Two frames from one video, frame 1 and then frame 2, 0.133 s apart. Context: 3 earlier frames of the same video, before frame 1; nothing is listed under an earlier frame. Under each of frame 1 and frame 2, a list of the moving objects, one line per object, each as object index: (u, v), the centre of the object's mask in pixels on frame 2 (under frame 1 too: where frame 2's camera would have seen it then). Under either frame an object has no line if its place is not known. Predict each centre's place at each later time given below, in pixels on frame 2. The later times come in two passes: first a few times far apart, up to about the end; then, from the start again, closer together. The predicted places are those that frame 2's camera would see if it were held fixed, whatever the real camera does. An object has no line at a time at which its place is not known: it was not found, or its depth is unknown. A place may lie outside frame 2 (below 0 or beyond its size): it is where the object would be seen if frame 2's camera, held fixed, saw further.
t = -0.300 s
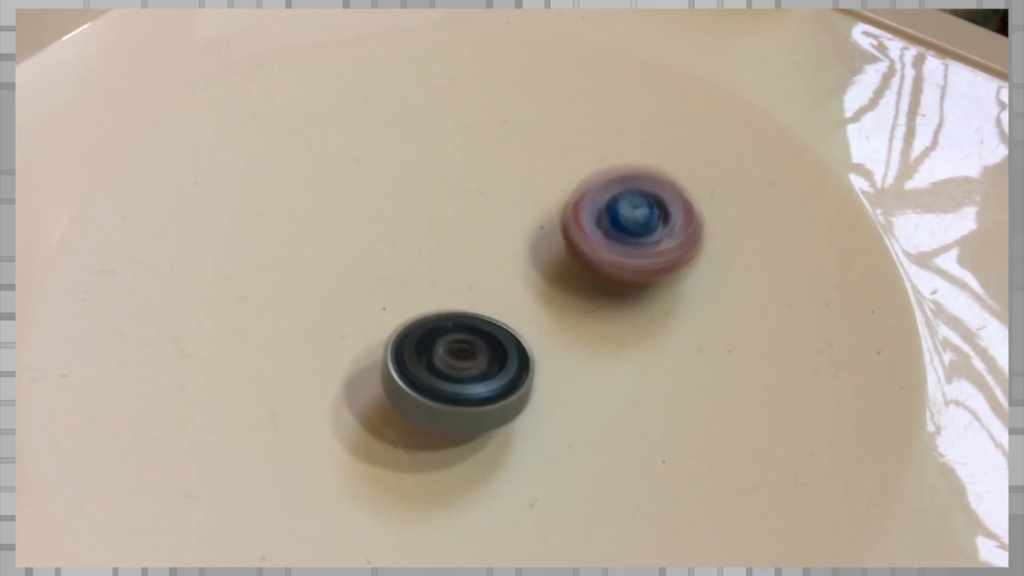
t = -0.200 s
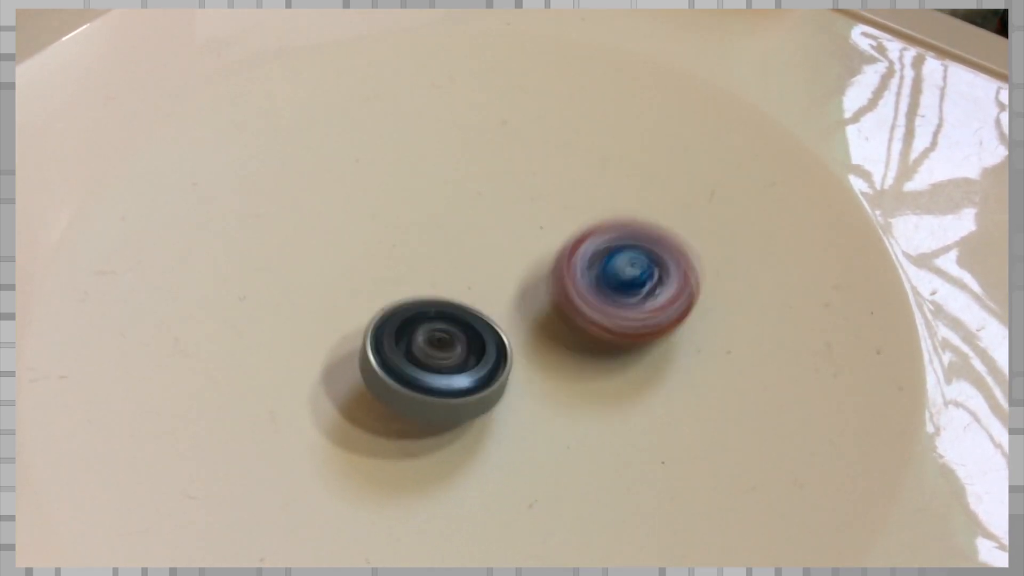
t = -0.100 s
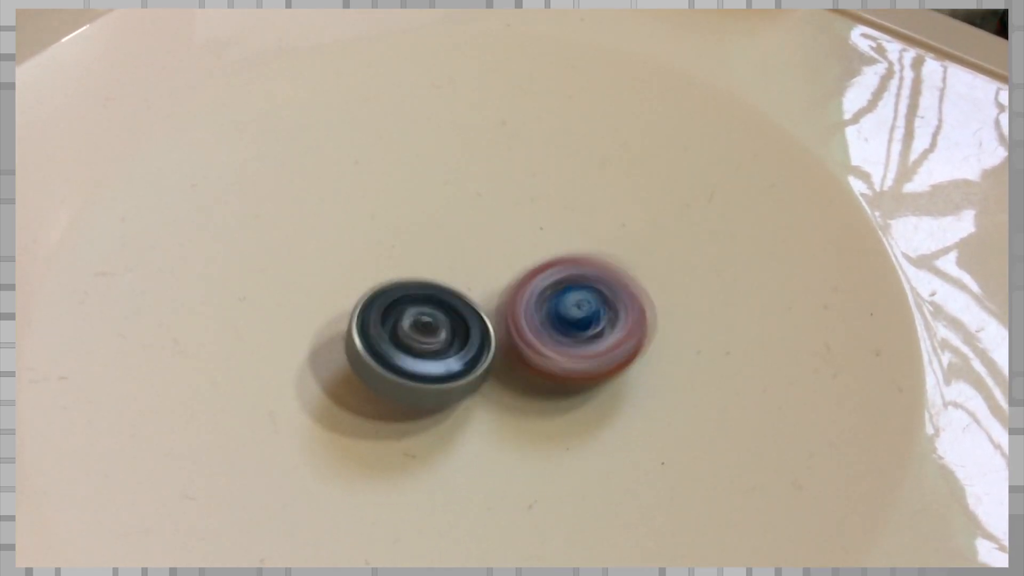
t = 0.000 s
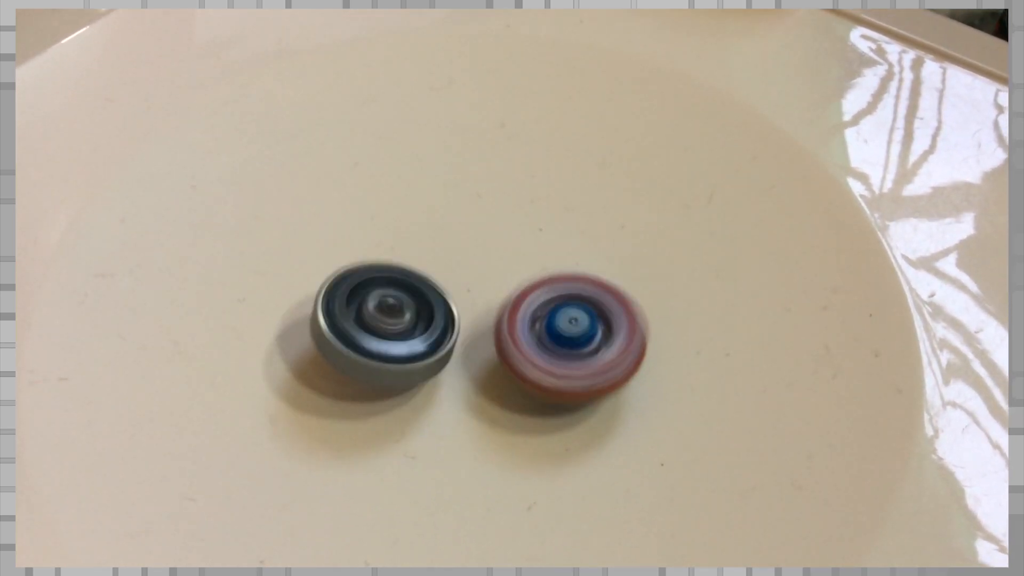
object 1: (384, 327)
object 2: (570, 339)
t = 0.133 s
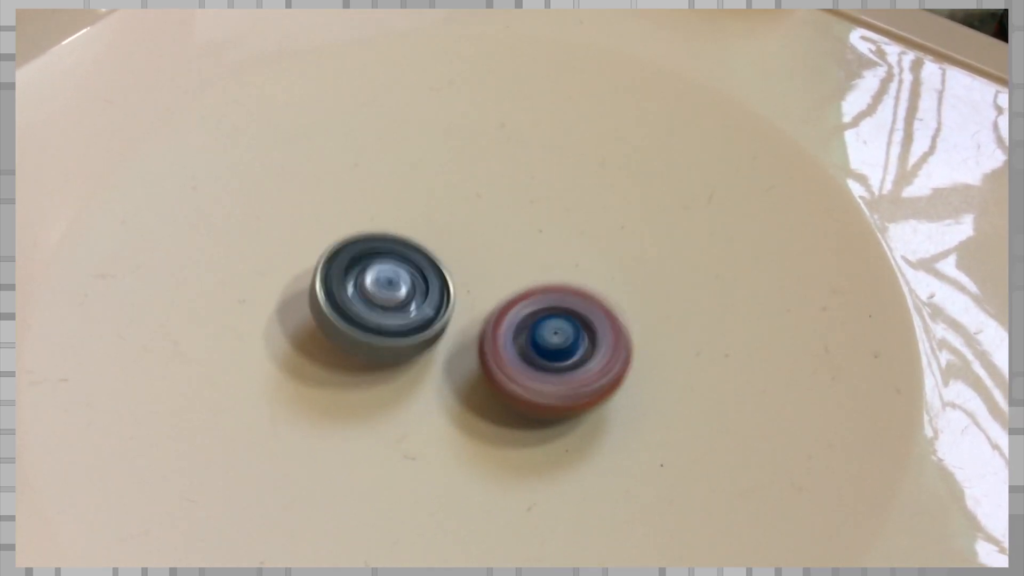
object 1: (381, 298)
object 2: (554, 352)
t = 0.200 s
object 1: (386, 283)
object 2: (542, 353)
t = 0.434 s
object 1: (423, 235)
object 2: (499, 363)
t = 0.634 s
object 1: (468, 211)
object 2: (479, 440)
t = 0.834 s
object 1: (521, 219)
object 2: (406, 426)
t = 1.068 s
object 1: (555, 260)
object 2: (420, 355)
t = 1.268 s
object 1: (599, 282)
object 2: (359, 339)
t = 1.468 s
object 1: (588, 307)
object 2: (333, 313)
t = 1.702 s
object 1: (547, 319)
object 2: (360, 284)
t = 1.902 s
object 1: (549, 330)
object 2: (350, 238)
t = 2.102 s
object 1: (545, 322)
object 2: (414, 183)
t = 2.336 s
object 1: (560, 338)
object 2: (465, 204)
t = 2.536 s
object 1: (564, 352)
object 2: (461, 188)
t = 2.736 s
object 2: (464, 200)
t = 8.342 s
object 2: (299, 183)
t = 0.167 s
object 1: (384, 291)
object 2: (548, 353)
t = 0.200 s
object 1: (386, 283)
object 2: (542, 353)
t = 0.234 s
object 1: (389, 276)
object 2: (535, 354)
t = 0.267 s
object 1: (394, 270)
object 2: (528, 353)
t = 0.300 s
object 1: (400, 263)
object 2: (521, 352)
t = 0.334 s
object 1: (406, 256)
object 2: (513, 351)
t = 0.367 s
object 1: (413, 252)
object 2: (505, 350)
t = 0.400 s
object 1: (420, 245)
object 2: (498, 349)
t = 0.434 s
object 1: (423, 235)
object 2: (499, 363)
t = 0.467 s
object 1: (428, 225)
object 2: (503, 380)
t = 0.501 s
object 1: (436, 218)
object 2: (502, 393)
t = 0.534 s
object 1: (443, 216)
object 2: (497, 407)
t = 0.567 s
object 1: (452, 214)
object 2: (492, 419)
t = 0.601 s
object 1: (460, 210)
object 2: (486, 431)
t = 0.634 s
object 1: (468, 211)
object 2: (479, 440)
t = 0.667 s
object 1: (479, 209)
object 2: (469, 446)
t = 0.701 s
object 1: (486, 209)
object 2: (452, 449)
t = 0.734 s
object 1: (495, 211)
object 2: (436, 448)
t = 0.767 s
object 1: (505, 212)
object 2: (423, 443)
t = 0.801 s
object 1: (512, 215)
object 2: (412, 436)
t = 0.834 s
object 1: (521, 219)
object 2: (406, 426)
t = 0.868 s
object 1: (529, 223)
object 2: (404, 418)
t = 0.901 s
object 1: (534, 228)
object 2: (403, 408)
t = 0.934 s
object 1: (541, 235)
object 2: (404, 398)
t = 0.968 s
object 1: (546, 239)
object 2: (408, 387)
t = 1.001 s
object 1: (549, 247)
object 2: (411, 377)
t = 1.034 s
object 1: (554, 255)
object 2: (415, 366)
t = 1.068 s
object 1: (555, 260)
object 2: (420, 355)
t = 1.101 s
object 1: (555, 270)
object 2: (425, 346)
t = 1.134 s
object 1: (558, 278)
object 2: (425, 338)
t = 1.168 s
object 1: (579, 274)
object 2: (399, 342)
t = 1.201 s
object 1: (592, 277)
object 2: (381, 342)
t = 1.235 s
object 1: (598, 282)
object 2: (368, 342)
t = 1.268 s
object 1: (599, 282)
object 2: (359, 339)
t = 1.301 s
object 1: (599, 288)
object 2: (350, 336)
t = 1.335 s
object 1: (601, 289)
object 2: (344, 332)
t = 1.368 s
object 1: (598, 296)
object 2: (339, 328)
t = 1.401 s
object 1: (596, 301)
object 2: (336, 323)
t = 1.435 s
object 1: (594, 301)
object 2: (334, 318)
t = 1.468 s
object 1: (588, 307)
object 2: (333, 313)
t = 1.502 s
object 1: (586, 310)
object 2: (333, 309)
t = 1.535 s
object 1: (579, 312)
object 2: (335, 304)
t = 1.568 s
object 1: (573, 315)
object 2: (339, 300)
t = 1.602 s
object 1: (569, 316)
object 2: (343, 296)
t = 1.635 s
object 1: (560, 318)
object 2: (347, 292)
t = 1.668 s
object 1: (554, 320)
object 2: (354, 287)
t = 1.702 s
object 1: (547, 319)
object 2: (360, 284)
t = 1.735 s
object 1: (536, 319)
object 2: (369, 280)
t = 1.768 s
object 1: (531, 319)
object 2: (377, 277)
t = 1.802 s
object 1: (523, 316)
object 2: (385, 274)
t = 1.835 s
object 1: (534, 322)
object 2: (371, 262)
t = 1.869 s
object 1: (547, 324)
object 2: (358, 249)
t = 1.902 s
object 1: (549, 330)
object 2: (350, 238)
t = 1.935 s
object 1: (548, 332)
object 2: (348, 224)
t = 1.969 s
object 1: (547, 327)
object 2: (353, 212)
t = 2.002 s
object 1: (545, 328)
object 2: (362, 200)
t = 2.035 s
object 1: (546, 325)
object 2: (377, 189)
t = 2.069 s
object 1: (544, 323)
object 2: (393, 184)
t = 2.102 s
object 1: (545, 322)
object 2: (414, 183)
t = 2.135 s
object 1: (544, 319)
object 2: (431, 185)
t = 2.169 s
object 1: (543, 318)
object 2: (448, 191)
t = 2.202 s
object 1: (545, 315)
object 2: (461, 202)
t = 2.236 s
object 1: (543, 315)
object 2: (470, 213)
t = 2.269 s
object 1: (551, 321)
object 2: (471, 217)
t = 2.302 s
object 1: (558, 332)
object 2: (468, 210)
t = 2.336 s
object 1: (560, 338)
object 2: (465, 204)
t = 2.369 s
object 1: (562, 339)
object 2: (464, 199)
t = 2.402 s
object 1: (563, 342)
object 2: (462, 196)
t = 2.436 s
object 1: (566, 345)
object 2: (461, 193)
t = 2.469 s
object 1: (565, 347)
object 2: (460, 189)
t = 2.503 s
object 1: (566, 351)
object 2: (460, 188)
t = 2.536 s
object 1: (564, 352)
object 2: (461, 188)
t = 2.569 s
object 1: (561, 356)
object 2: (461, 188)
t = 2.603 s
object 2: (463, 190)
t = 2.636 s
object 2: (463, 191)
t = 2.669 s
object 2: (464, 193)
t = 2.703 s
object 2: (464, 196)
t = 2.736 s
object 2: (464, 200)
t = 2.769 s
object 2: (465, 206)
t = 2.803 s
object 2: (465, 211)
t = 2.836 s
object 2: (464, 218)
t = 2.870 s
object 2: (463, 224)
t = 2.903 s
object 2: (462, 231)
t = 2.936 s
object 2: (460, 238)
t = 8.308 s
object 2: (284, 180)
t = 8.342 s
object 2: (299, 183)
